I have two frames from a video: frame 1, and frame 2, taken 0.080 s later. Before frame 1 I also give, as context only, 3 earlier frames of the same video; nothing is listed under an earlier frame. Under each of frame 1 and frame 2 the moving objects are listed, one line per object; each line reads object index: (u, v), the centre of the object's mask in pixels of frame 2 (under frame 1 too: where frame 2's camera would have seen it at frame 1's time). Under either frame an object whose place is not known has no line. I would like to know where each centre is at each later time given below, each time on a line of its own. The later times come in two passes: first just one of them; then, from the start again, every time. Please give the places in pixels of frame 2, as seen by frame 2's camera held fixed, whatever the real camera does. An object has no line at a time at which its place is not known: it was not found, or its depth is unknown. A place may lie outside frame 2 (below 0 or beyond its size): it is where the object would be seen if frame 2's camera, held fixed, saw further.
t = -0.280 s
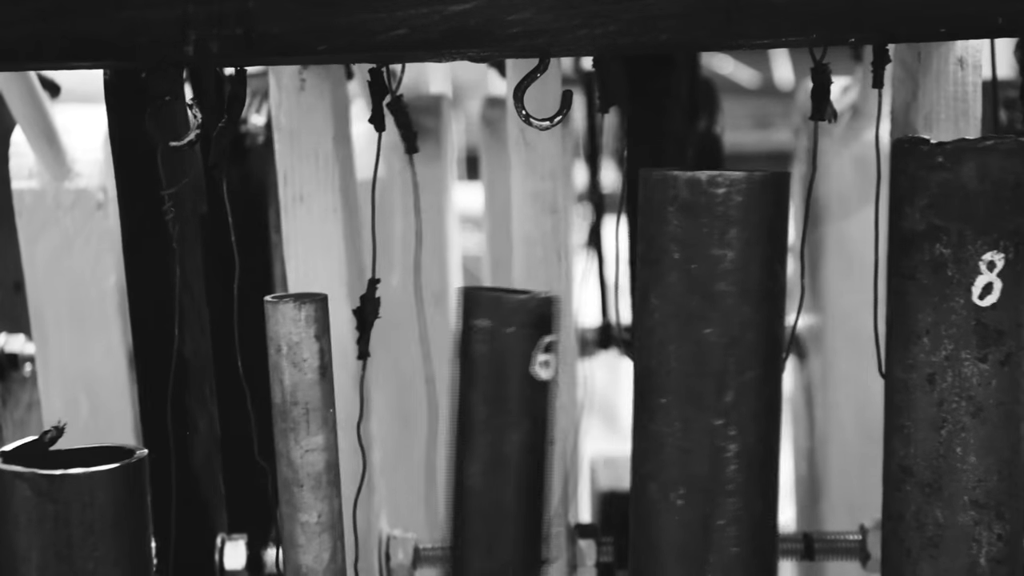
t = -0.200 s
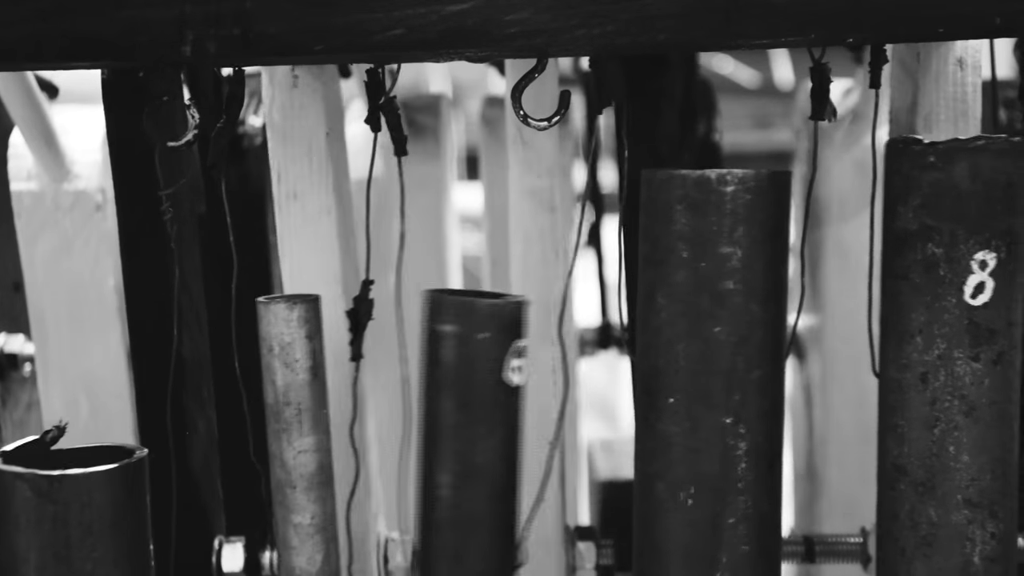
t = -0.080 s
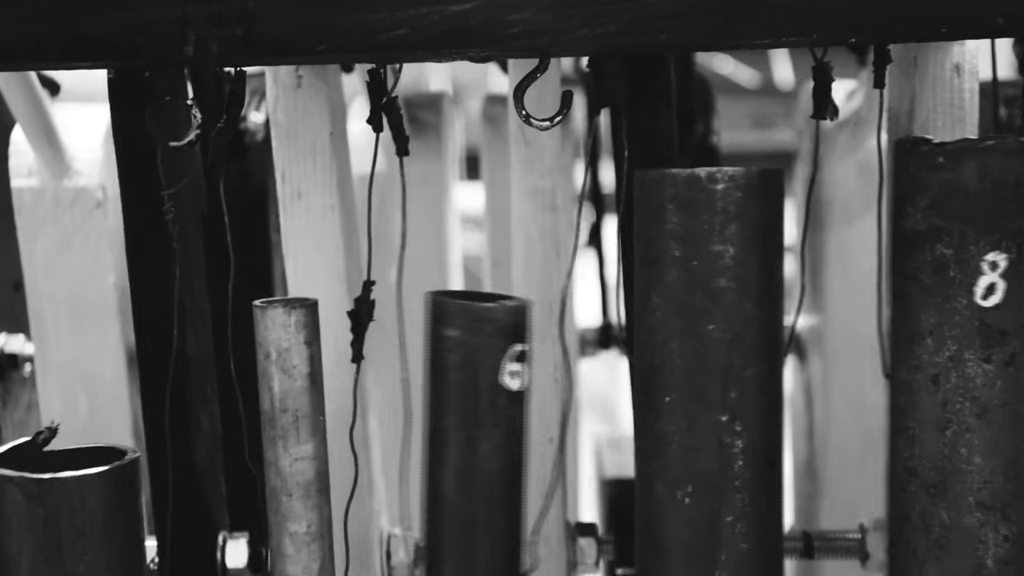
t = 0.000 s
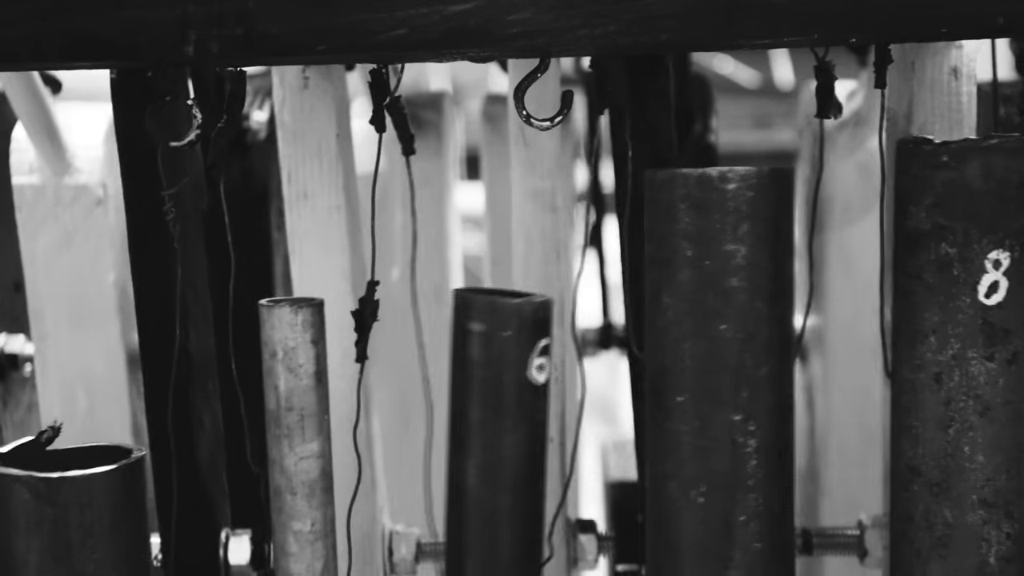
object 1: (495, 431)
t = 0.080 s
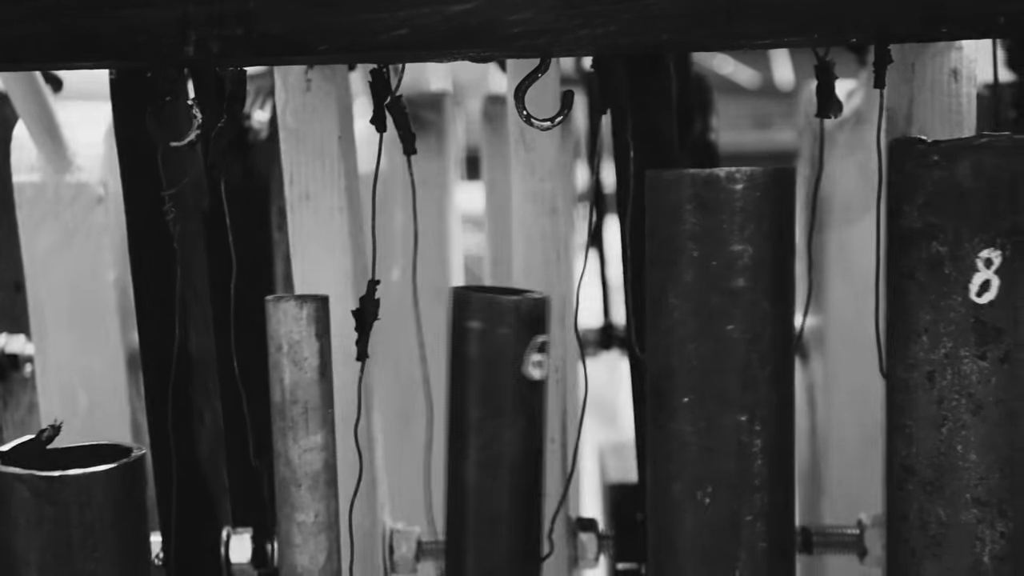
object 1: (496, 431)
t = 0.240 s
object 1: (468, 430)
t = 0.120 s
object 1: (487, 430)
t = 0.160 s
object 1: (475, 431)
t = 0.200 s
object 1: (467, 432)
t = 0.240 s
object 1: (468, 430)
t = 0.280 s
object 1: (476, 430)
